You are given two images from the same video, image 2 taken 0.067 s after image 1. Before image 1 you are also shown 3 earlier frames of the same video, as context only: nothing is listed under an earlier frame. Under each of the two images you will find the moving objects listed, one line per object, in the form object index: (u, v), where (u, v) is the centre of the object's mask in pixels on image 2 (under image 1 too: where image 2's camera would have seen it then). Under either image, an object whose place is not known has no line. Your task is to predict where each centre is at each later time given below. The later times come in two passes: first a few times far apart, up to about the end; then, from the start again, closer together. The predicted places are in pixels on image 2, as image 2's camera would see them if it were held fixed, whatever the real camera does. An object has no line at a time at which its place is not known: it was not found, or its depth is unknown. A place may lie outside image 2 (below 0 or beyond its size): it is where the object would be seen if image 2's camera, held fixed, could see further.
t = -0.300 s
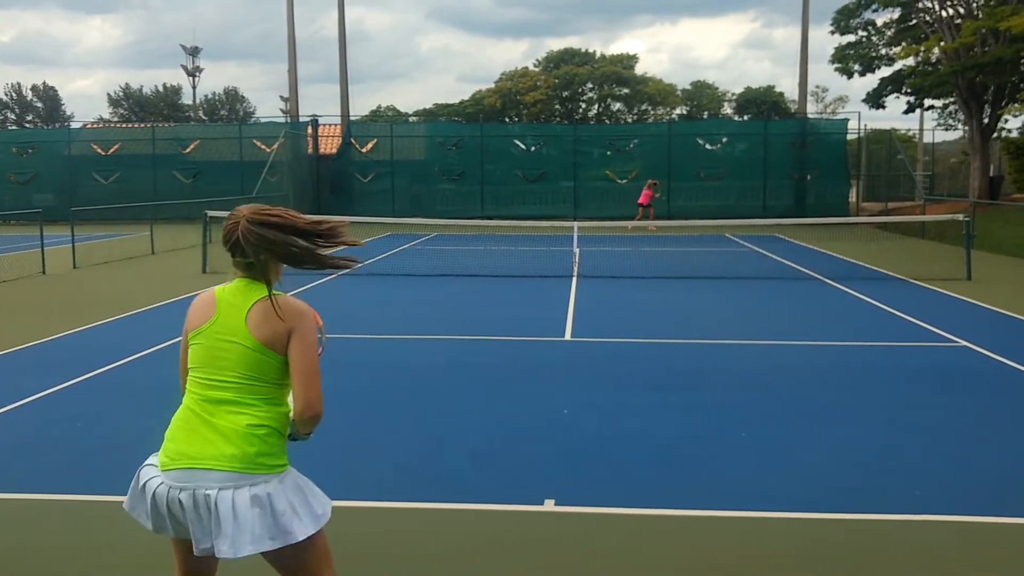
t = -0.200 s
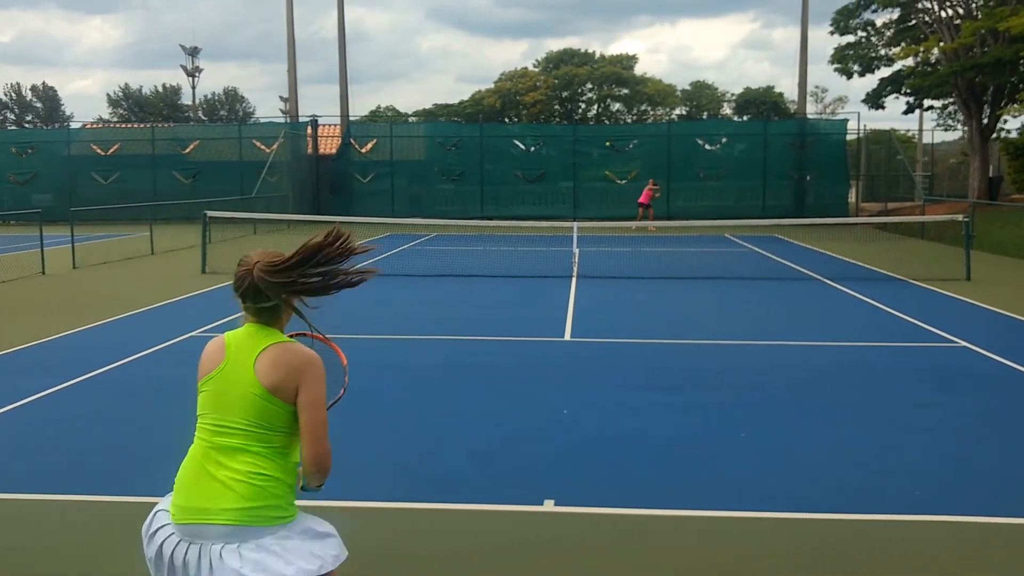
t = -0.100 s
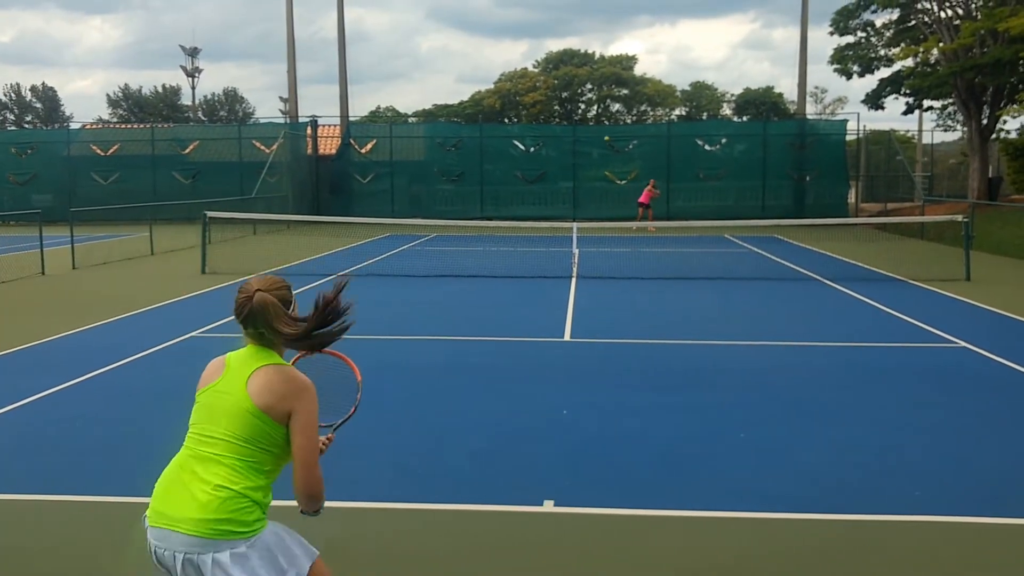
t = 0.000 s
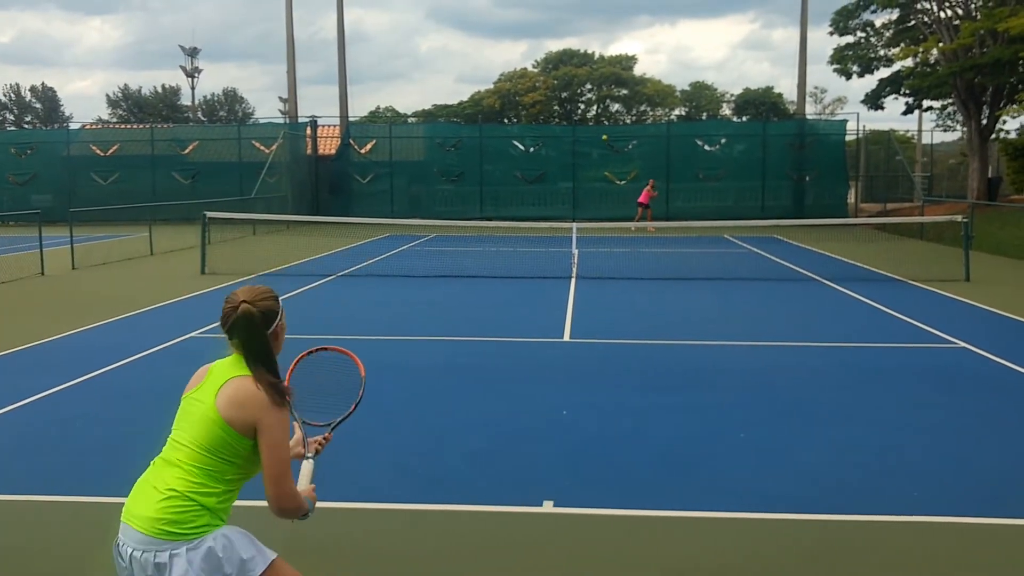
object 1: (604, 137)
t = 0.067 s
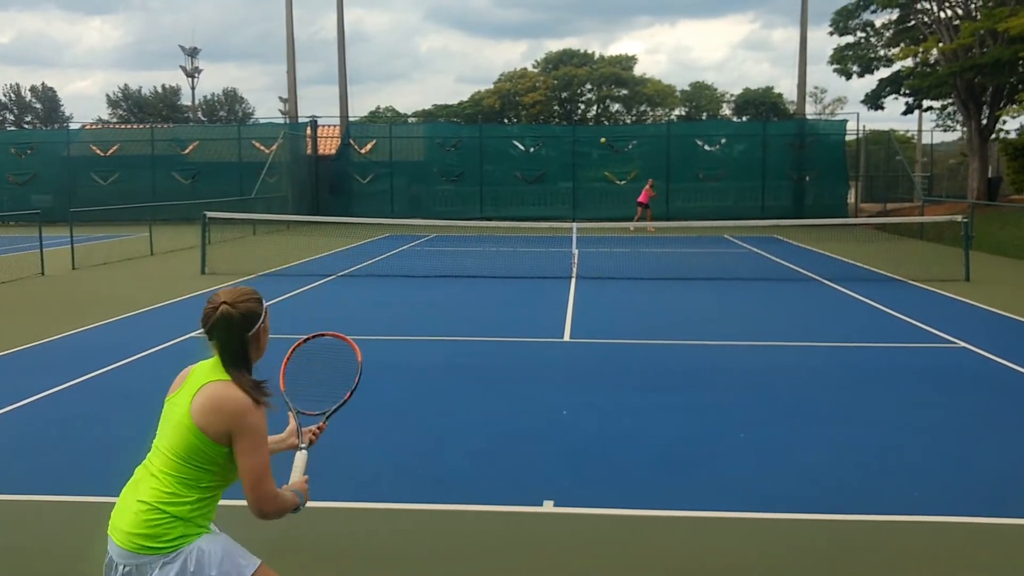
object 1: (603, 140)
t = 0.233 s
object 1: (597, 165)
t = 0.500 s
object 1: (574, 322)
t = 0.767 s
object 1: (542, 397)
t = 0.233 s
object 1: (597, 165)
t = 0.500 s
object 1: (574, 322)
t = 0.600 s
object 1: (556, 467)
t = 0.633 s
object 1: (554, 452)
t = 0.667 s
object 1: (552, 437)
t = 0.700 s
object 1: (549, 423)
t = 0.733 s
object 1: (546, 410)
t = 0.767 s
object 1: (542, 397)
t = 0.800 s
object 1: (538, 386)
